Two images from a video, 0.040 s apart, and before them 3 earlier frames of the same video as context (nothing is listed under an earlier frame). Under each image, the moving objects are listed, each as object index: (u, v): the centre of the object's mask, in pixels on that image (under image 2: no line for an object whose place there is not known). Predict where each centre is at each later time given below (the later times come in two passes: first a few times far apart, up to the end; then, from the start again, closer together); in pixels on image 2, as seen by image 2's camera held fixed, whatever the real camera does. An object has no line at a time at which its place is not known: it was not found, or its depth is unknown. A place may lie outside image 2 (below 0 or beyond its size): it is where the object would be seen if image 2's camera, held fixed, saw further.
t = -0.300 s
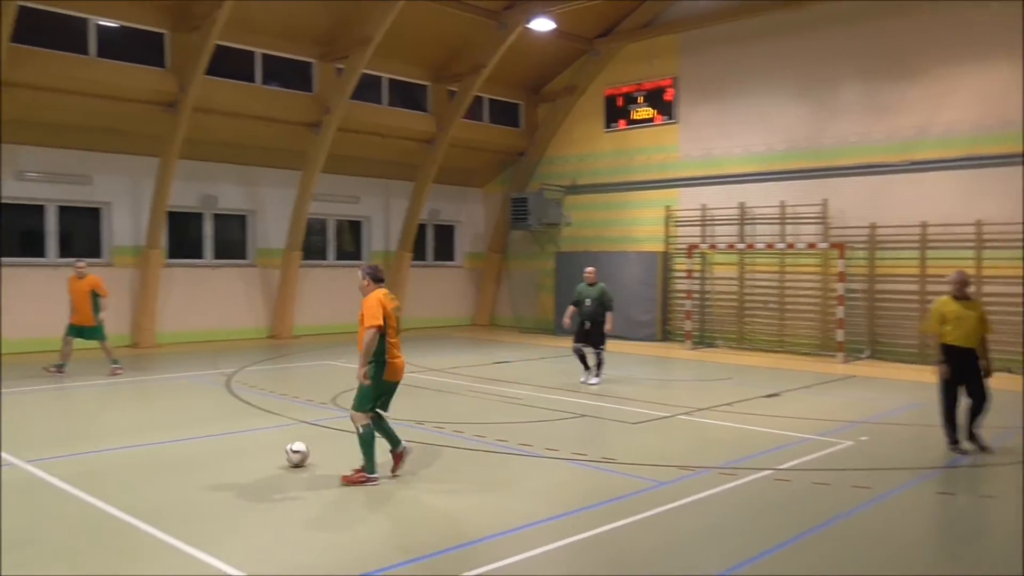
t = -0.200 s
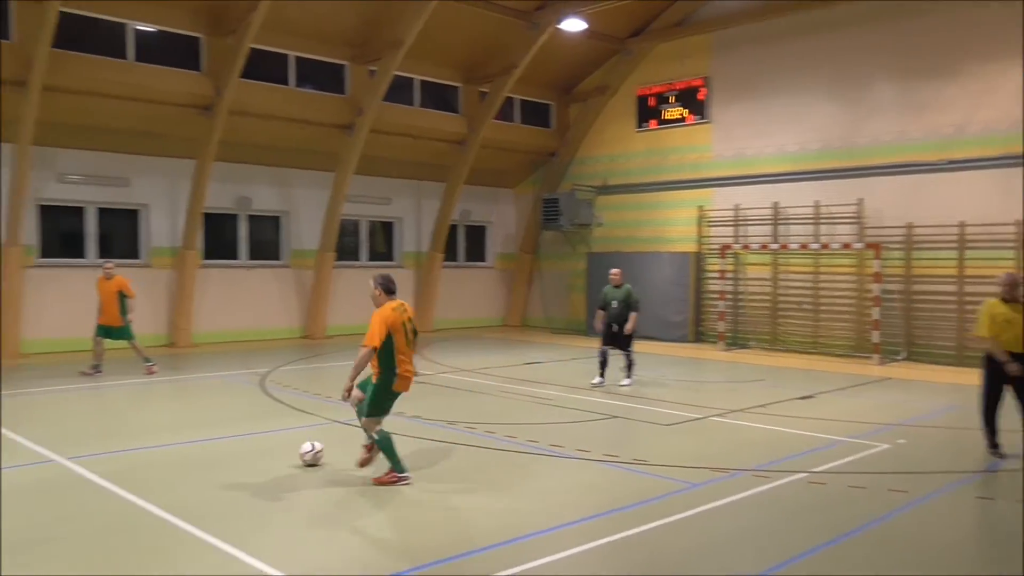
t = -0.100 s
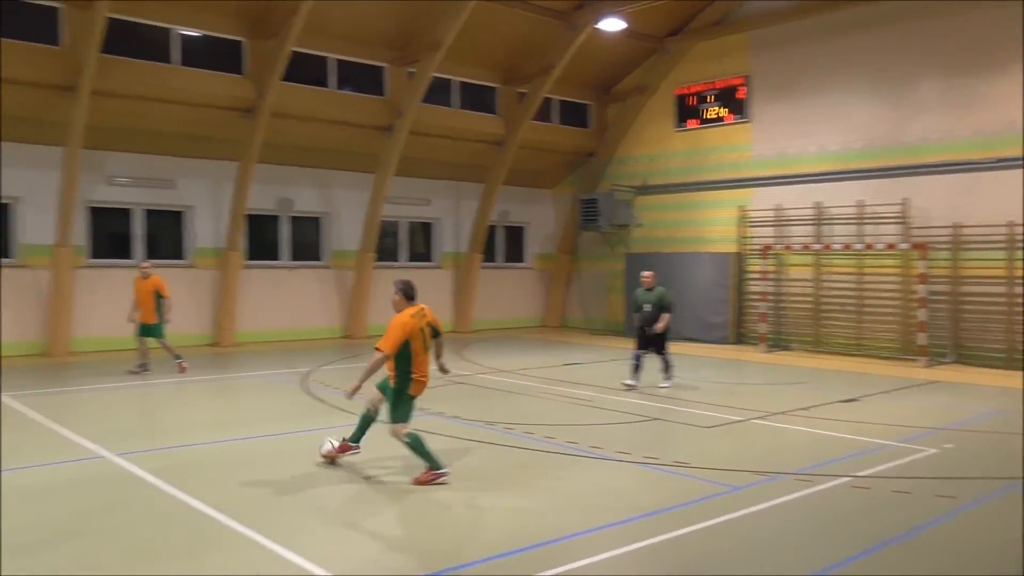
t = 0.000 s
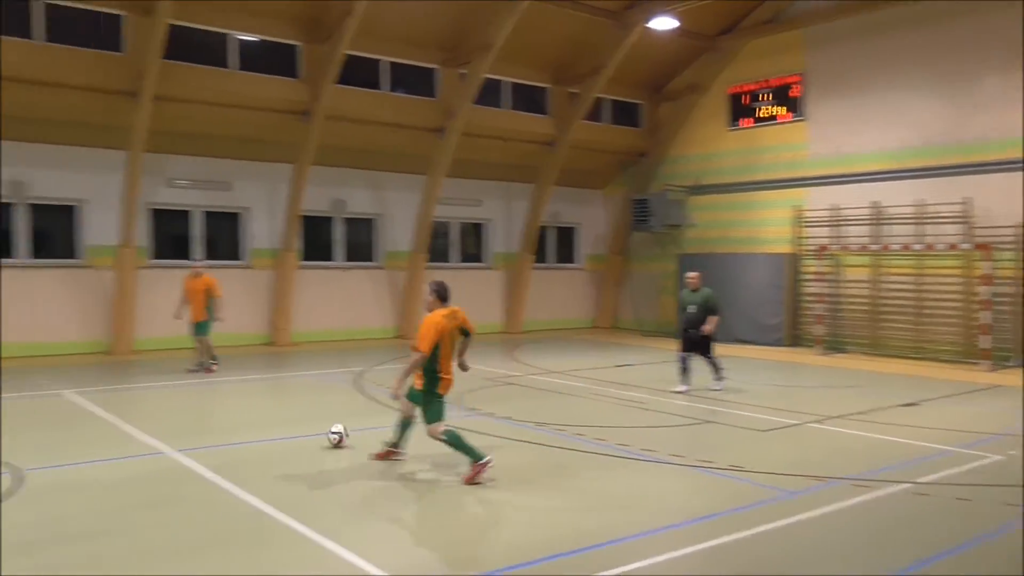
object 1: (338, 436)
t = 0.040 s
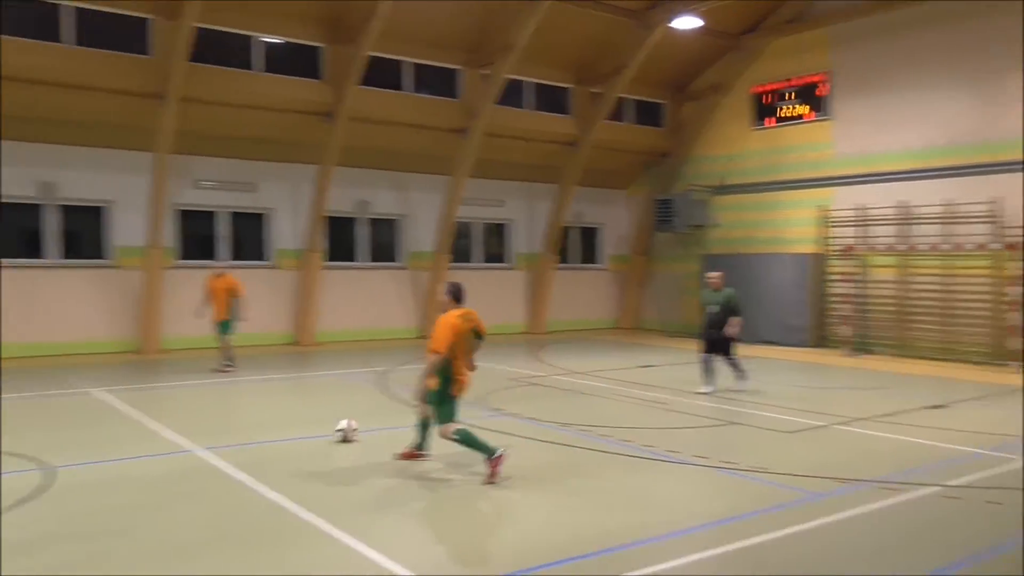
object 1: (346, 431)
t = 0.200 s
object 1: (293, 420)
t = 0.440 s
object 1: (233, 409)
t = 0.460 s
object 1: (229, 409)
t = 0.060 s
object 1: (339, 429)
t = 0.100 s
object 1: (325, 426)
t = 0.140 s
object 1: (312, 423)
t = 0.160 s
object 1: (305, 421)
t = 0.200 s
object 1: (293, 420)
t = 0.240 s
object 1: (282, 417)
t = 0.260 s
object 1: (276, 416)
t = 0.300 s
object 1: (266, 413)
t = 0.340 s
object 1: (257, 412)
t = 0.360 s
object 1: (252, 411)
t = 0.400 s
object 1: (242, 410)
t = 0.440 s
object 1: (233, 409)
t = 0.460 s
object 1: (229, 409)
